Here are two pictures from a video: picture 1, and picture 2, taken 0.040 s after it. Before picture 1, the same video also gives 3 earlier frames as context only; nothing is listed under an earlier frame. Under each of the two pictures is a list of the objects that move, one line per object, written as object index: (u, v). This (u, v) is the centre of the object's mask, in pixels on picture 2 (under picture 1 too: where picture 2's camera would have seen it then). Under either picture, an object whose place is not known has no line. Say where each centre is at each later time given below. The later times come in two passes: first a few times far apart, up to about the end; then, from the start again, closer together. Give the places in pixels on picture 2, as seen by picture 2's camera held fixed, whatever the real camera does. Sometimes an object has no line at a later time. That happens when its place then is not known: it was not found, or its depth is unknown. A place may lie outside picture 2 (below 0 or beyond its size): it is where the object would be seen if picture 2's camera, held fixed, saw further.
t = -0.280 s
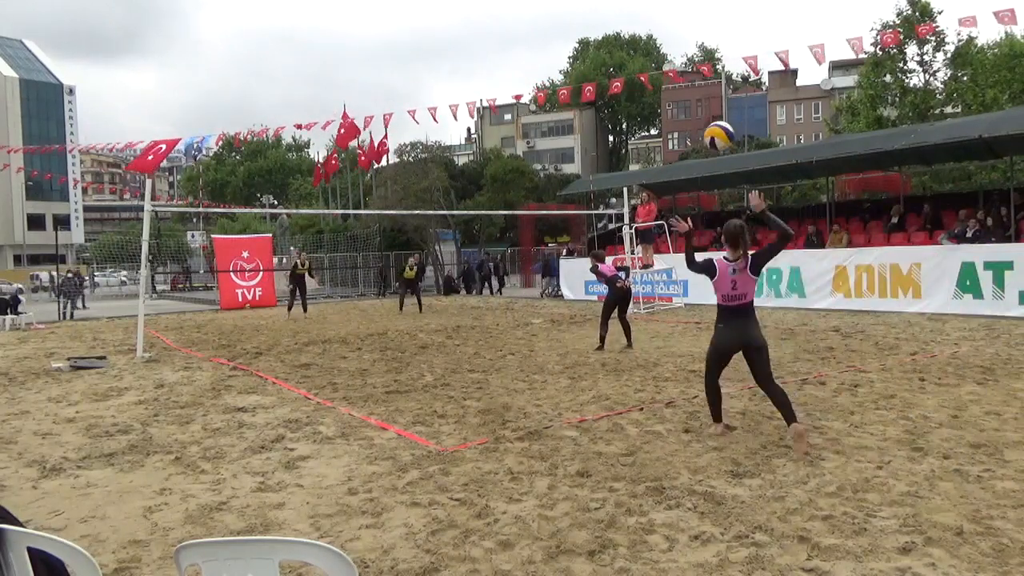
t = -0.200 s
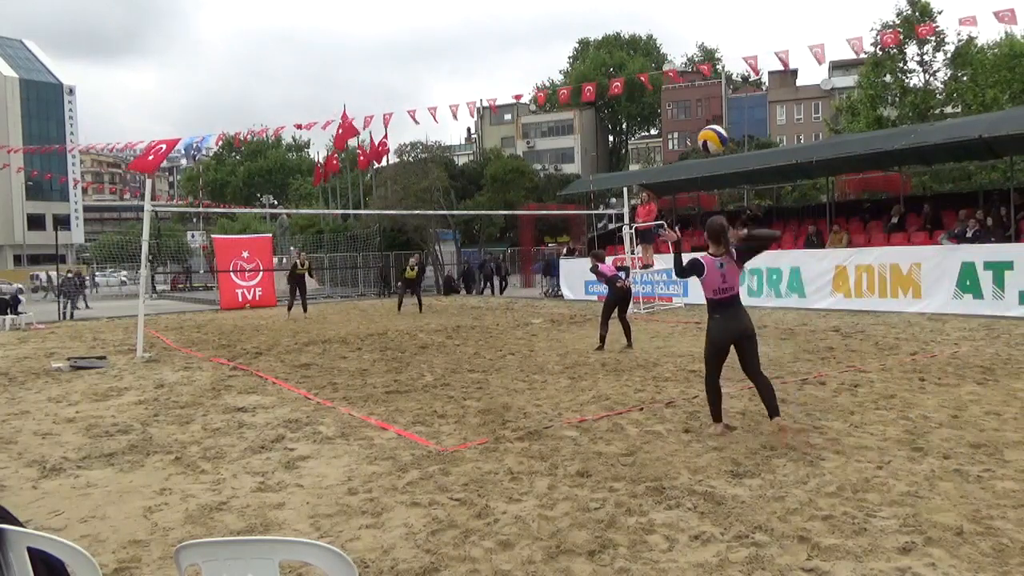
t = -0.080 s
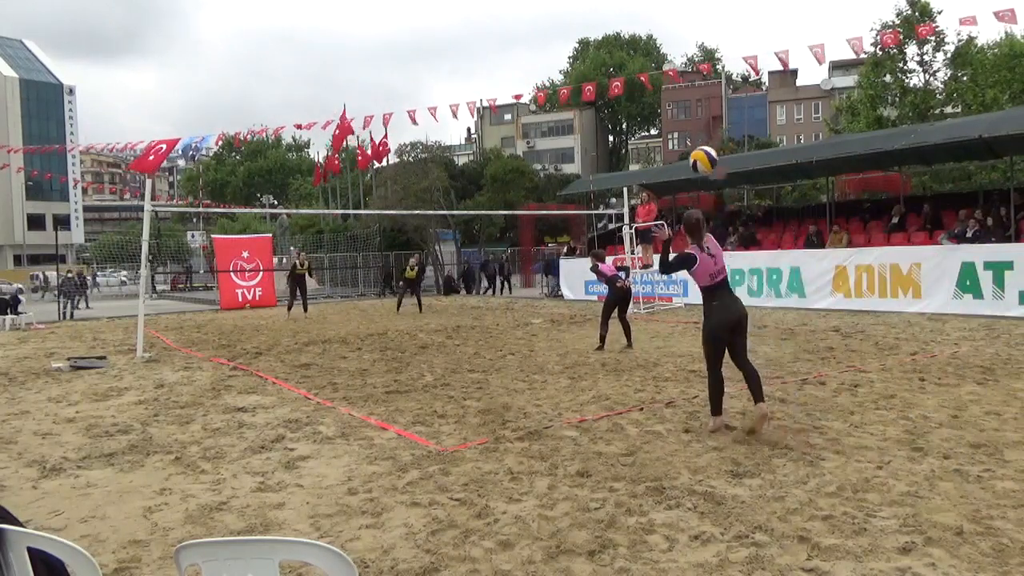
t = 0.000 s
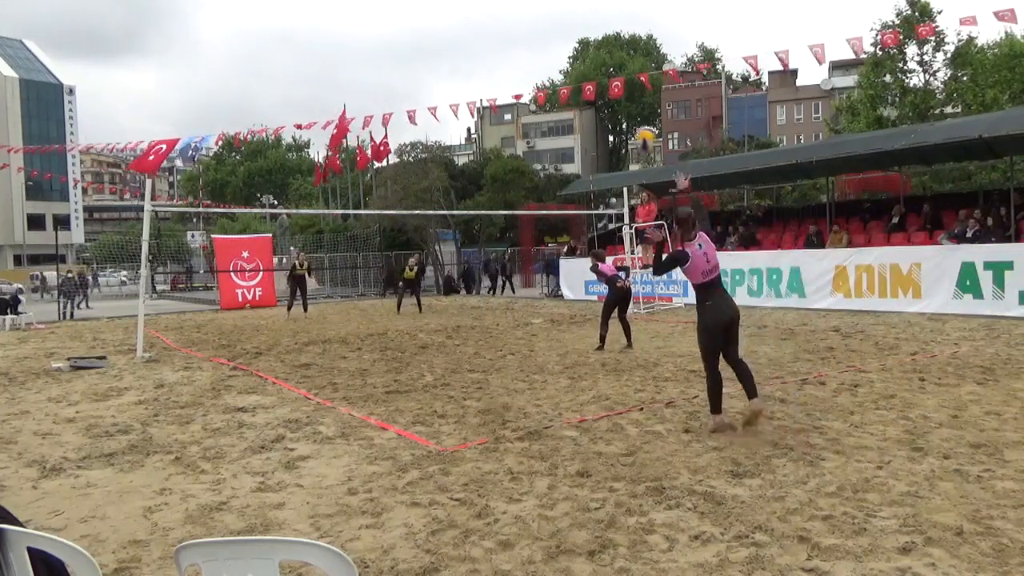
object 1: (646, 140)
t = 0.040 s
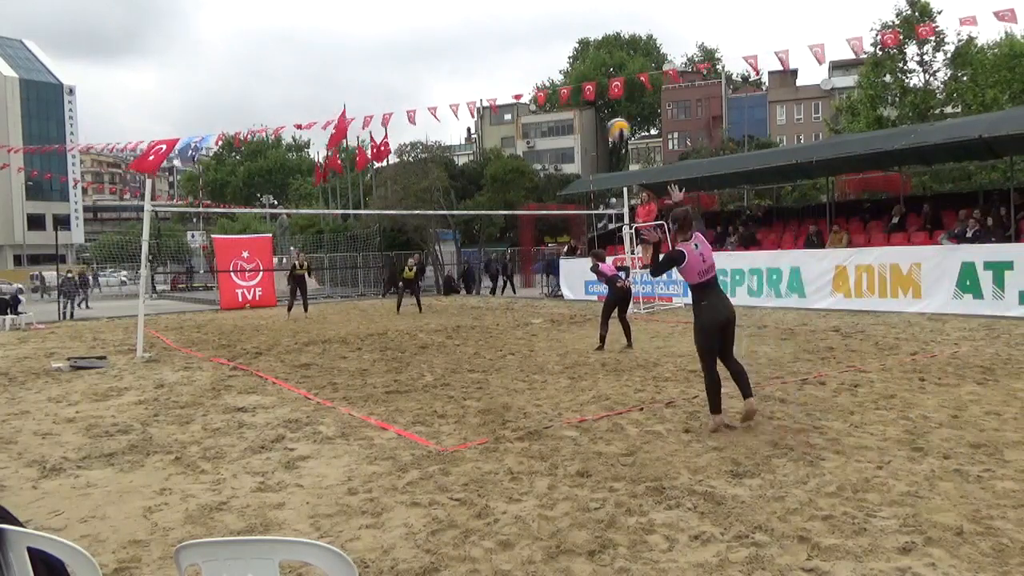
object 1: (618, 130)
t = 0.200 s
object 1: (543, 119)
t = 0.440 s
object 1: (480, 145)
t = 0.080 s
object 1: (595, 123)
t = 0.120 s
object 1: (575, 121)
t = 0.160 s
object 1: (557, 118)
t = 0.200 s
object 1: (543, 119)
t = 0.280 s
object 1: (516, 124)
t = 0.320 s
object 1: (504, 127)
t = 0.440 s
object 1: (480, 145)
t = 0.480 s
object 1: (472, 151)
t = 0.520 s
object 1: (465, 158)
